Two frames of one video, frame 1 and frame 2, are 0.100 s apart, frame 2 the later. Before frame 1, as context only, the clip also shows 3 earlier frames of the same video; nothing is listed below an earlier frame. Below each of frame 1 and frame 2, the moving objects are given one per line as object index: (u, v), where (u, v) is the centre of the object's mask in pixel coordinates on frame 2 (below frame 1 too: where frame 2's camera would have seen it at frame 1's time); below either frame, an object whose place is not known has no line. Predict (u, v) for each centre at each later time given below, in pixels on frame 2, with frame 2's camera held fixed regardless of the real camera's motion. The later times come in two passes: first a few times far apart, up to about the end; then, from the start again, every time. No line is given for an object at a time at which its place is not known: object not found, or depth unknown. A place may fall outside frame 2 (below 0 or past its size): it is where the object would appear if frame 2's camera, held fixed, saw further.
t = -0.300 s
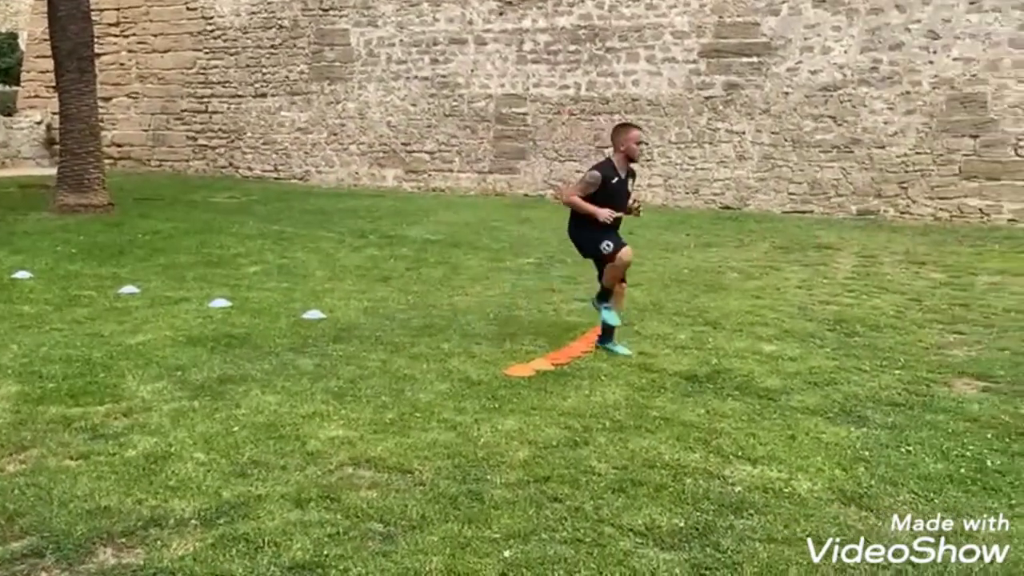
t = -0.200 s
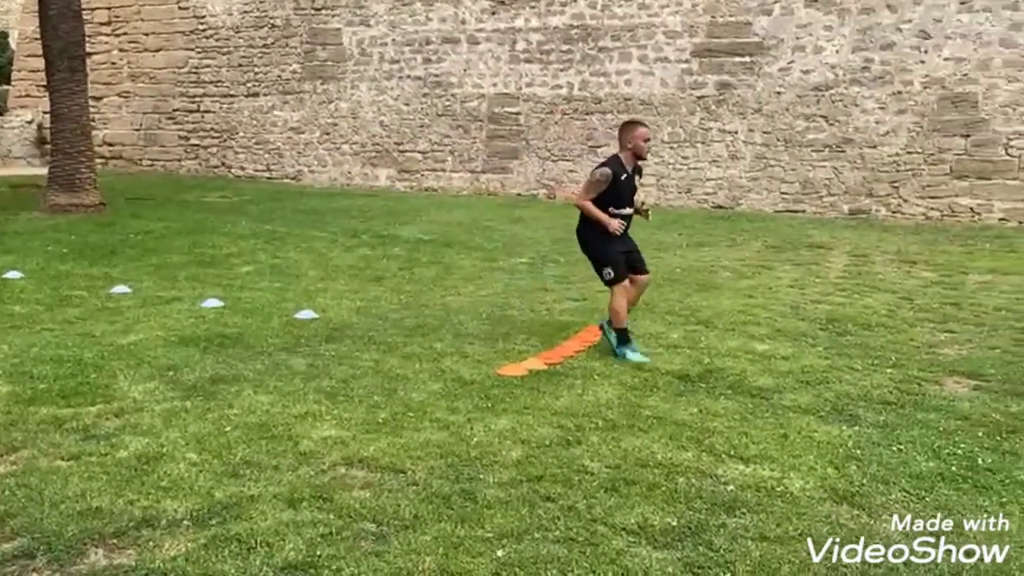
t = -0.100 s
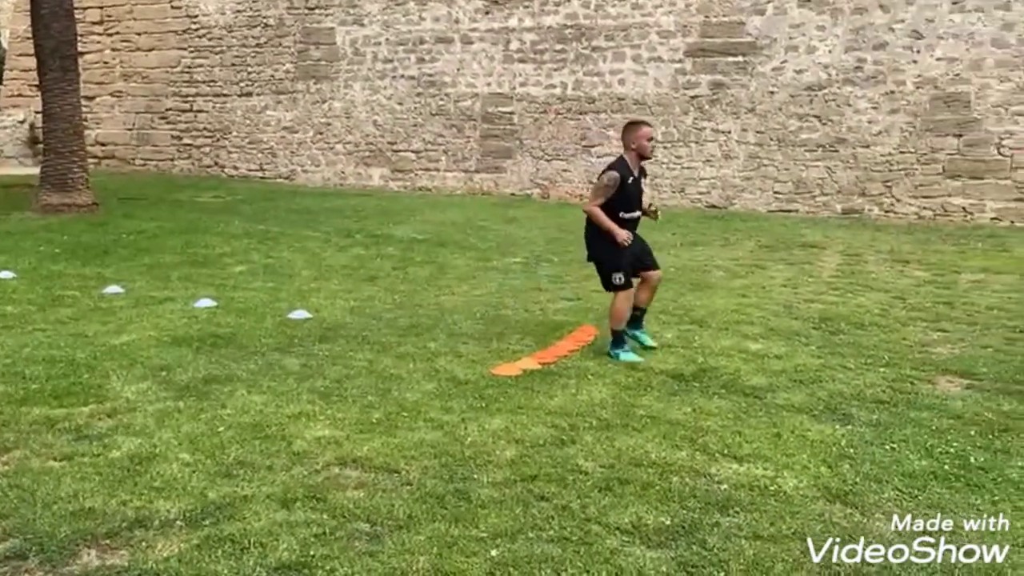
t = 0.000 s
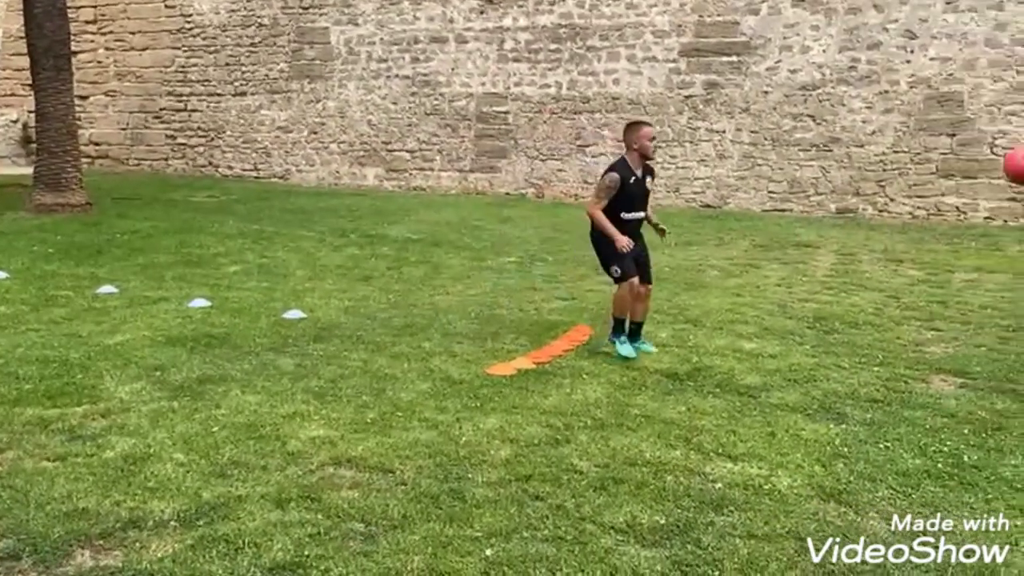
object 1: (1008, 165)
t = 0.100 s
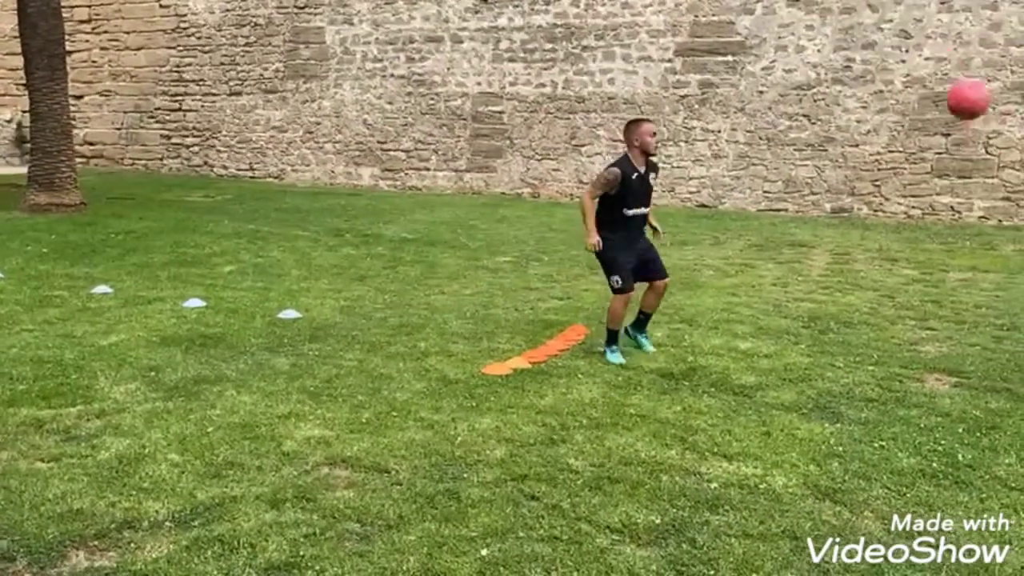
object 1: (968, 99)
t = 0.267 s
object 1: (882, 36)
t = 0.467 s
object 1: (786, 31)
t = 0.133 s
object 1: (951, 82)
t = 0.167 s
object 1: (933, 68)
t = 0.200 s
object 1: (917, 55)
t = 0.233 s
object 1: (900, 45)
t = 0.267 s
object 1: (882, 36)
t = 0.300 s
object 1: (866, 31)
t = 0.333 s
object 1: (850, 26)
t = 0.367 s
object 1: (834, 25)
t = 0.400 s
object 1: (818, 25)
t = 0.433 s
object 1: (802, 27)
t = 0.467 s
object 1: (786, 31)
